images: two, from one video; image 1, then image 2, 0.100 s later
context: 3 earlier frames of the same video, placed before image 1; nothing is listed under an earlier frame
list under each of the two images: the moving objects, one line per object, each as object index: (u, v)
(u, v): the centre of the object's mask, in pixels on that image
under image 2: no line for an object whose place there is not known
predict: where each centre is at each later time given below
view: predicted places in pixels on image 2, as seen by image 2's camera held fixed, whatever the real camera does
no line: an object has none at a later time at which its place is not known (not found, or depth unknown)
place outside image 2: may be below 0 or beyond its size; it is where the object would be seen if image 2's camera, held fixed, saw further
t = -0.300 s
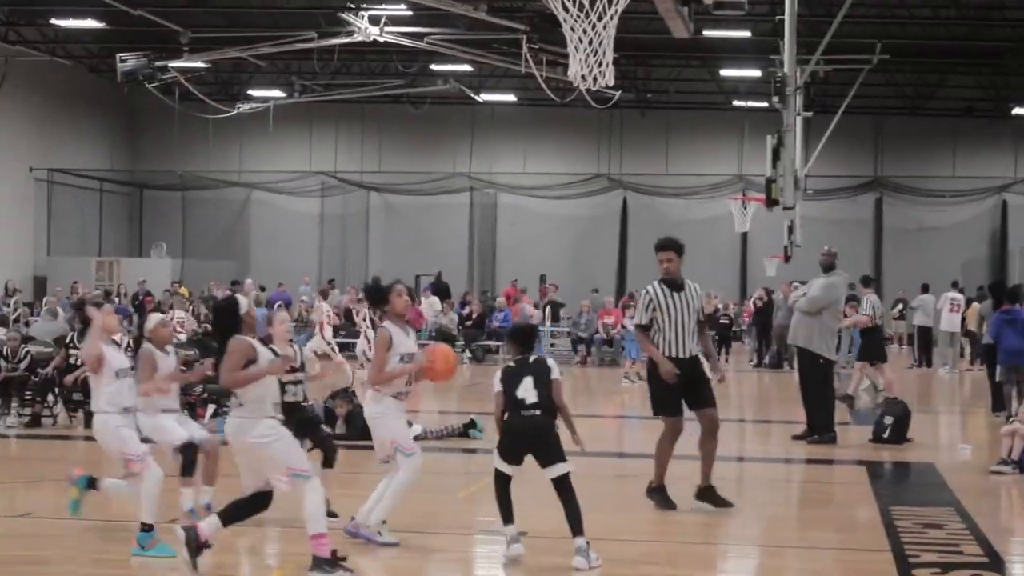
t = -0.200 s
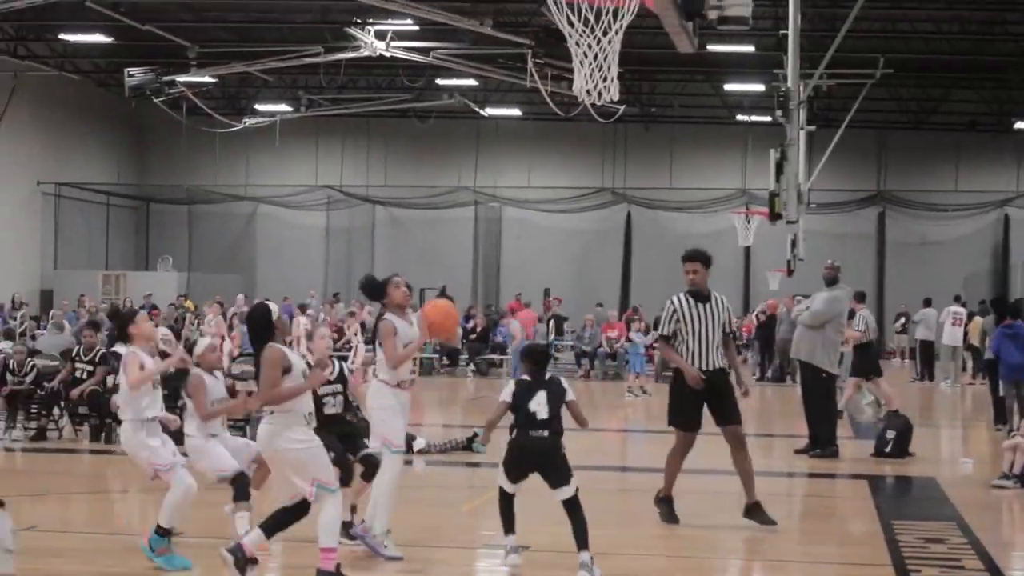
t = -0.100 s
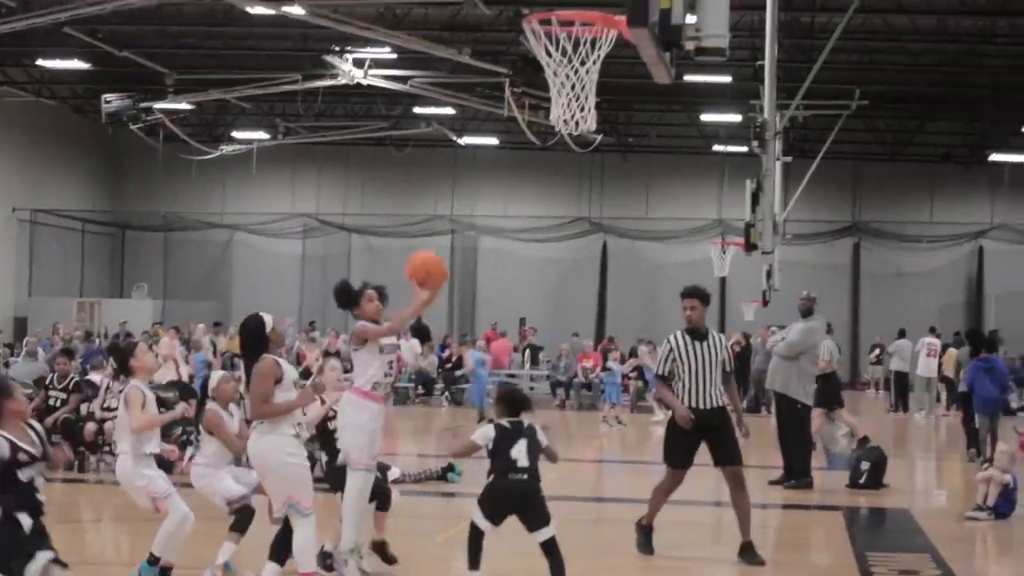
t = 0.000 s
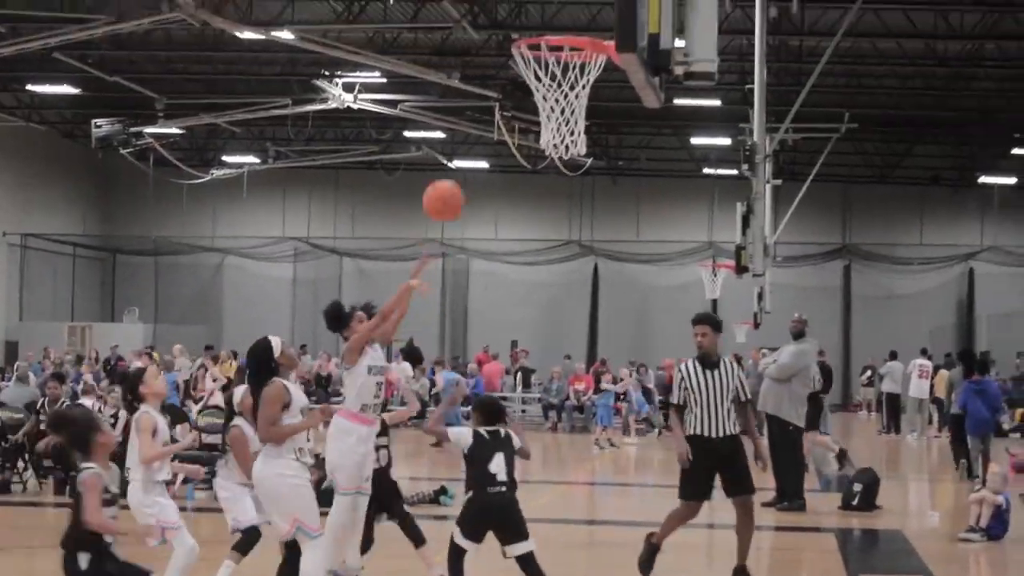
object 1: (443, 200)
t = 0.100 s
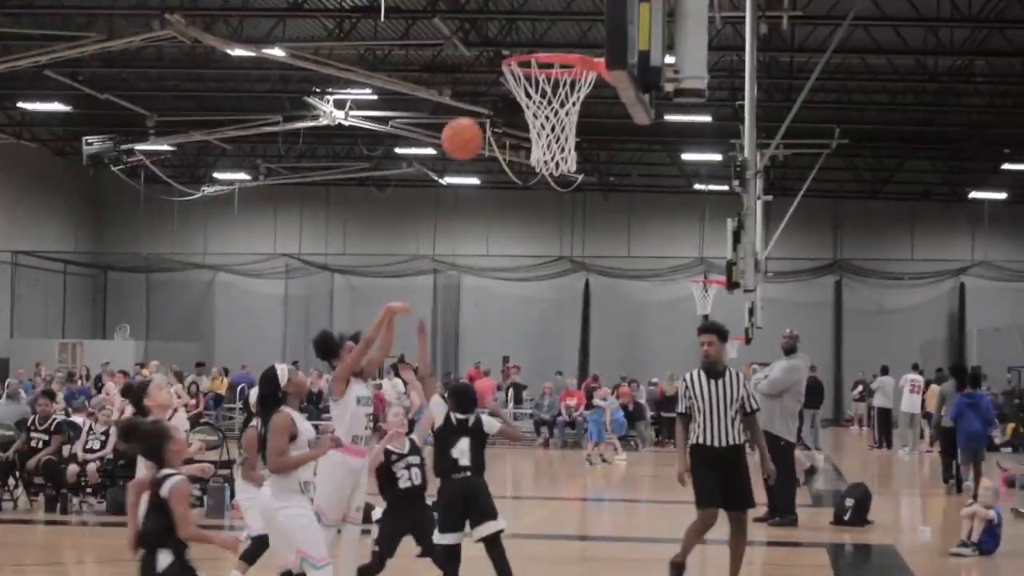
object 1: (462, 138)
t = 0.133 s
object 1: (472, 118)
